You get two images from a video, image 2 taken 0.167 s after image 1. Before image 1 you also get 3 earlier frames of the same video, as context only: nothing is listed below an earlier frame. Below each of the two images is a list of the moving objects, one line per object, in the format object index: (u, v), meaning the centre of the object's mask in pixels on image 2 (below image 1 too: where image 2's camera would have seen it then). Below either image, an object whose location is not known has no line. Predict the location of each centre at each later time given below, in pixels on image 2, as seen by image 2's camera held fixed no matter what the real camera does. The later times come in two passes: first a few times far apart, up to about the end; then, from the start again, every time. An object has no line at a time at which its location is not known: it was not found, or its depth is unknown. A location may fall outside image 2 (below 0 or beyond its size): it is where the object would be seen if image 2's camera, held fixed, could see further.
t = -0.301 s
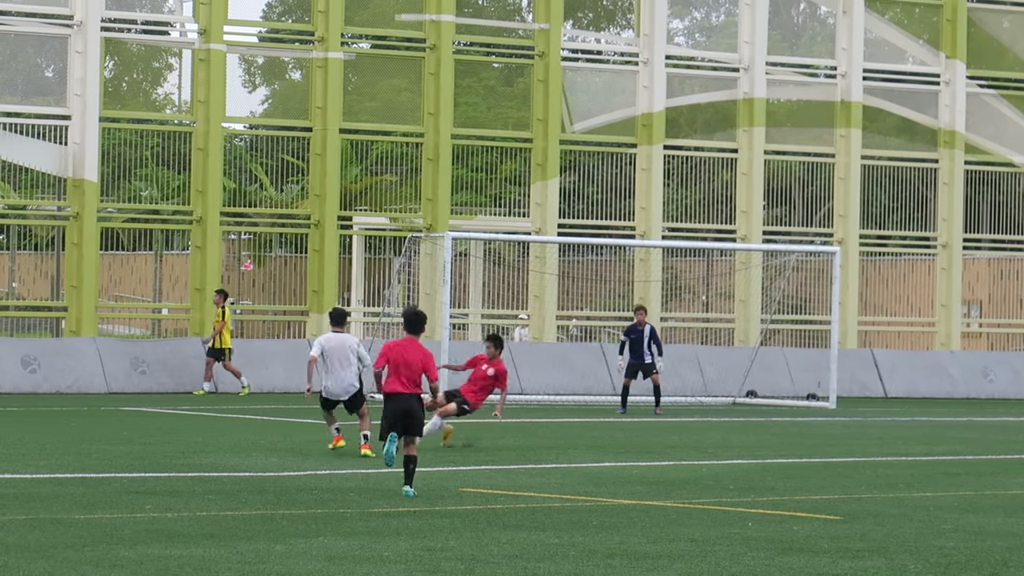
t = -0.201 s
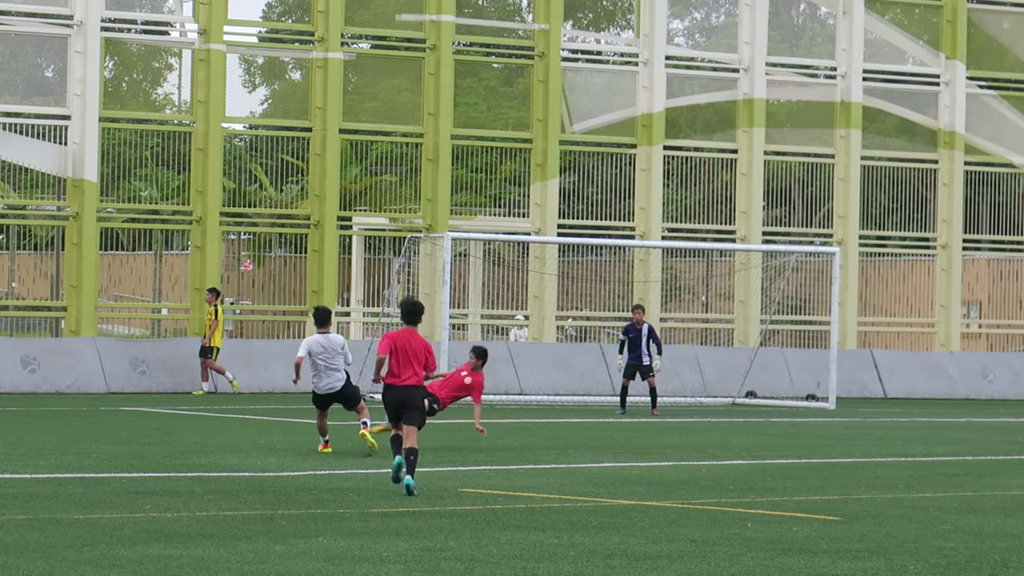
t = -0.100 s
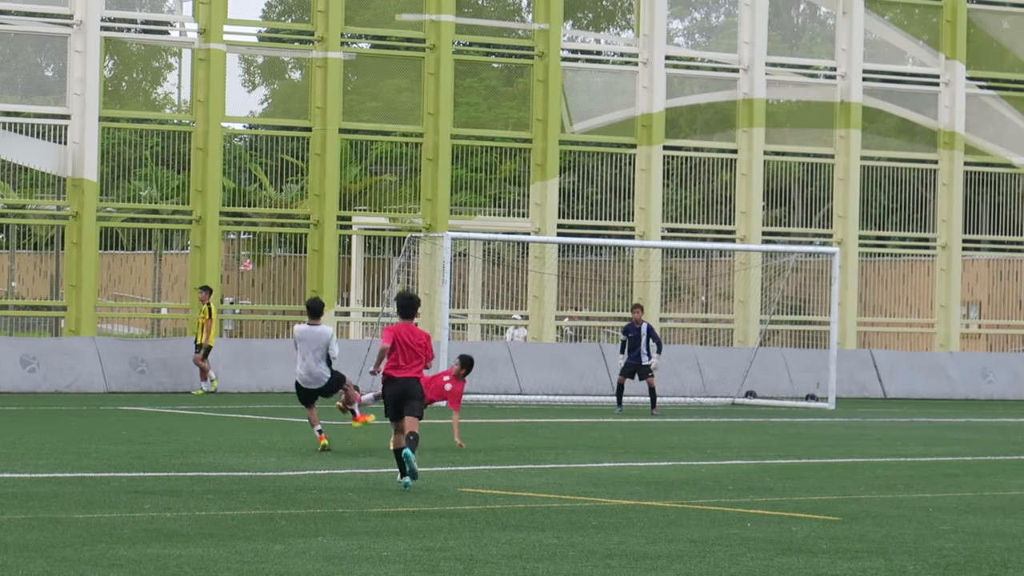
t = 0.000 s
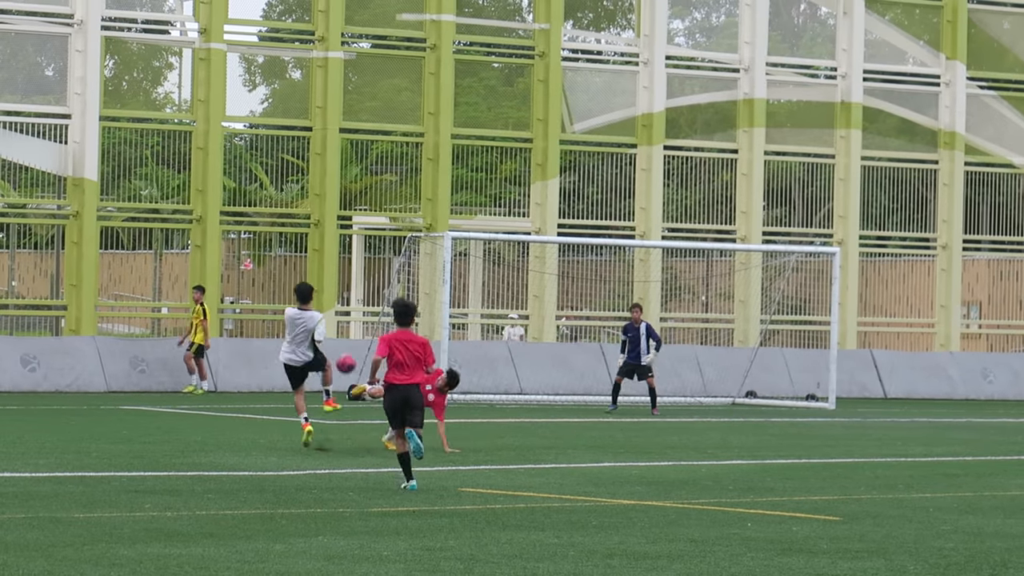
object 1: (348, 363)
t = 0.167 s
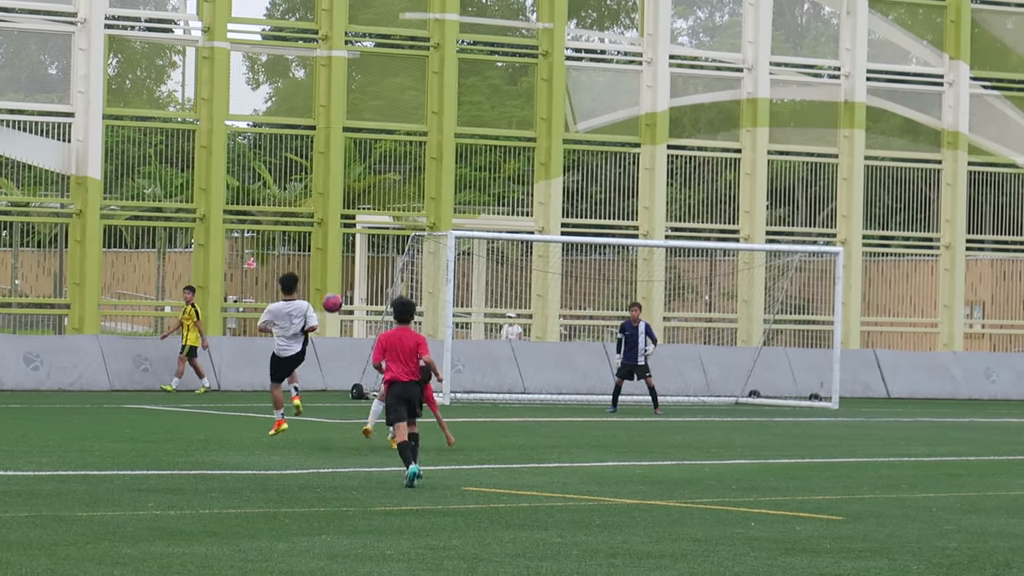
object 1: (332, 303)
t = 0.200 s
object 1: (329, 294)
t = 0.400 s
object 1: (308, 262)
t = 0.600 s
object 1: (287, 265)
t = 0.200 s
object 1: (329, 294)
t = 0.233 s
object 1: (325, 286)
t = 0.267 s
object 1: (322, 279)
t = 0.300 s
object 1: (318, 274)
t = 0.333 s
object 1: (315, 269)
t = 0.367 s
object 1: (312, 265)
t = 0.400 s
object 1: (308, 262)
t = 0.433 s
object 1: (305, 260)
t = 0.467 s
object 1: (302, 259)
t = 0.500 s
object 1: (299, 259)
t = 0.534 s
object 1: (295, 260)
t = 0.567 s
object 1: (291, 261)
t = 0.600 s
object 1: (287, 265)
